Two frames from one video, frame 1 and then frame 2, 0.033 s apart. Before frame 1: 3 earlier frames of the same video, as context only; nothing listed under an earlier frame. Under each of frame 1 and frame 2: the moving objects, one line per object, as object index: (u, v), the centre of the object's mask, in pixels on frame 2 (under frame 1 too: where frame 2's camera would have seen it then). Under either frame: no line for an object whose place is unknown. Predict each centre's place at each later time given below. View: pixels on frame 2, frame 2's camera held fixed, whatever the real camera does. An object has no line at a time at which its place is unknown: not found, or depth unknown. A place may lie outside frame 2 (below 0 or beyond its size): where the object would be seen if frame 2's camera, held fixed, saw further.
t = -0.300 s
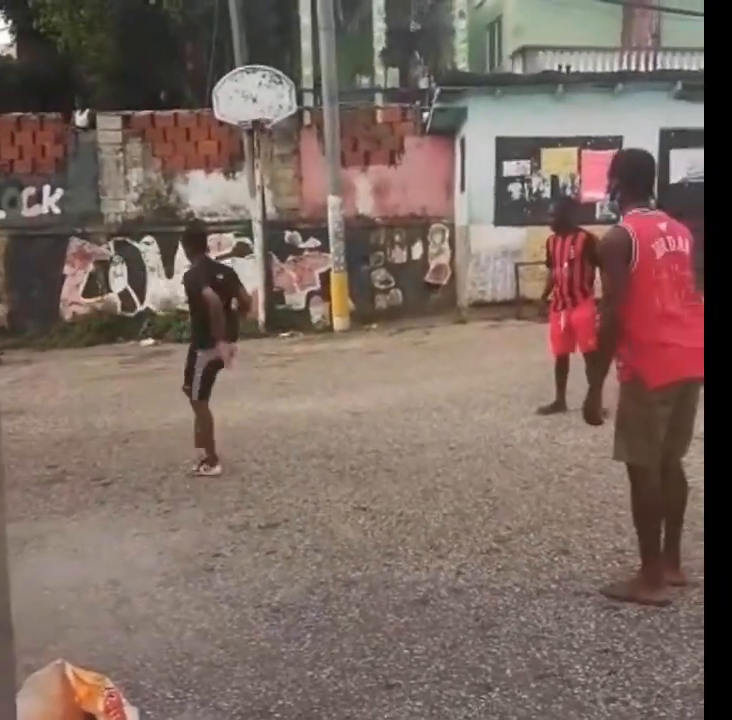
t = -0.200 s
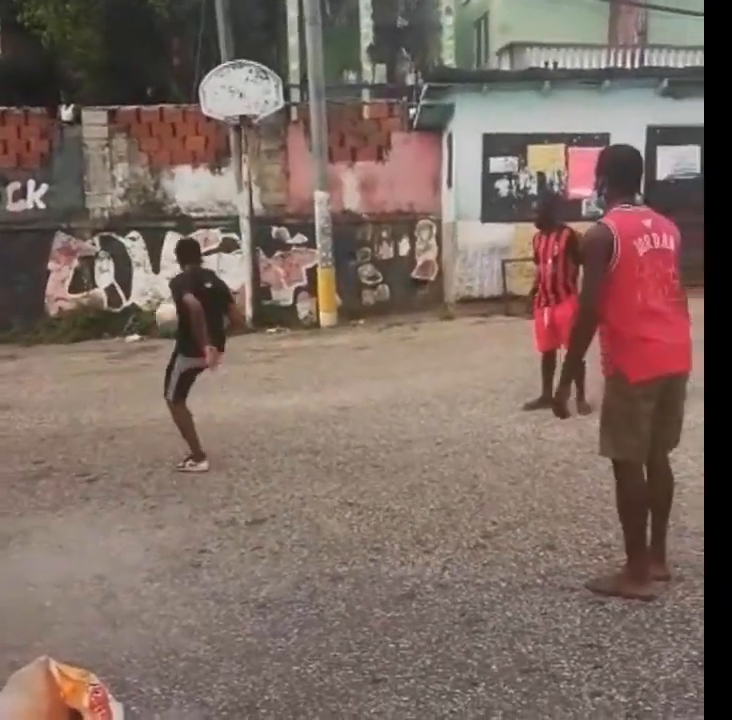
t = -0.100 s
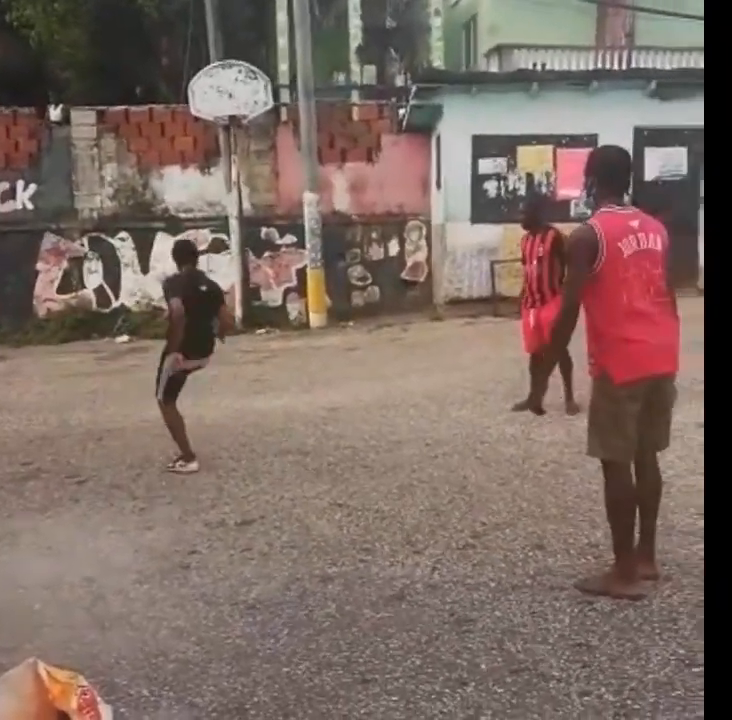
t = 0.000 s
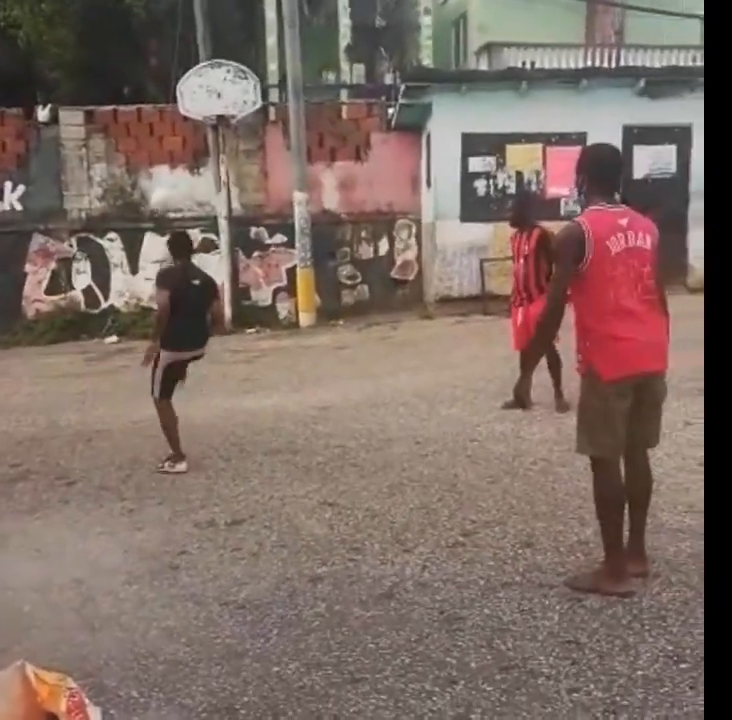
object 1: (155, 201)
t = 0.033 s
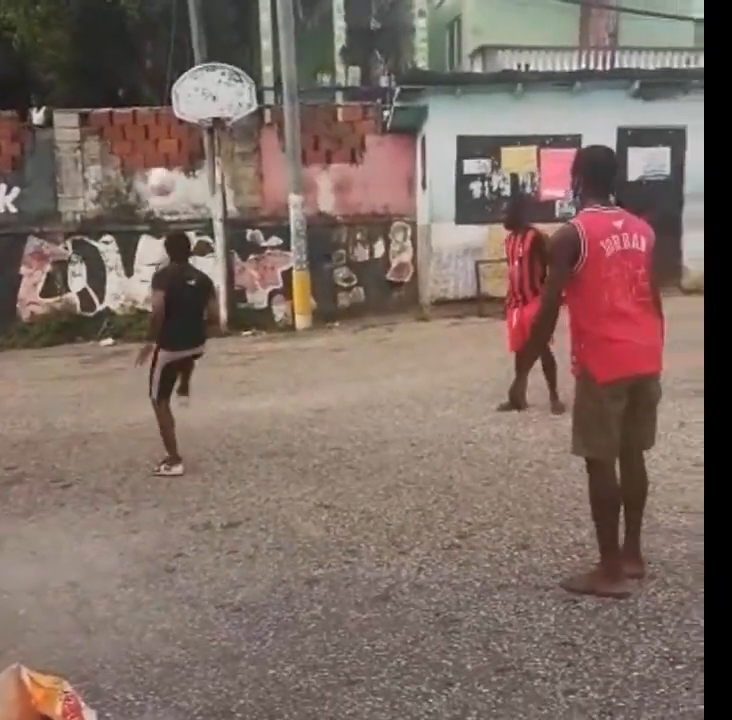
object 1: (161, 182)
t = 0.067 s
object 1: (164, 161)
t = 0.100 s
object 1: (166, 142)
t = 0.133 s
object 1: (169, 125)
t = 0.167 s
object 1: (171, 110)
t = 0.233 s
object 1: (178, 83)
